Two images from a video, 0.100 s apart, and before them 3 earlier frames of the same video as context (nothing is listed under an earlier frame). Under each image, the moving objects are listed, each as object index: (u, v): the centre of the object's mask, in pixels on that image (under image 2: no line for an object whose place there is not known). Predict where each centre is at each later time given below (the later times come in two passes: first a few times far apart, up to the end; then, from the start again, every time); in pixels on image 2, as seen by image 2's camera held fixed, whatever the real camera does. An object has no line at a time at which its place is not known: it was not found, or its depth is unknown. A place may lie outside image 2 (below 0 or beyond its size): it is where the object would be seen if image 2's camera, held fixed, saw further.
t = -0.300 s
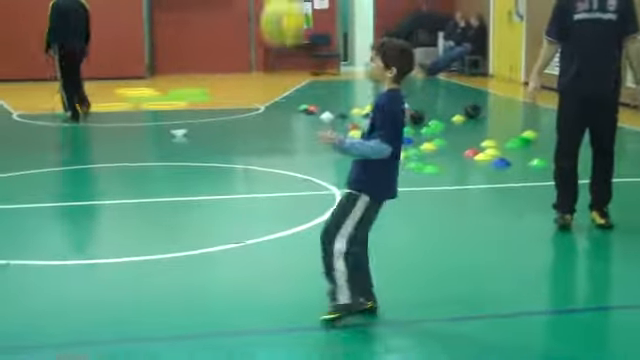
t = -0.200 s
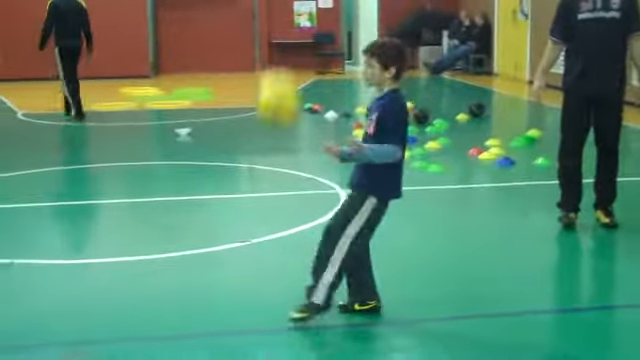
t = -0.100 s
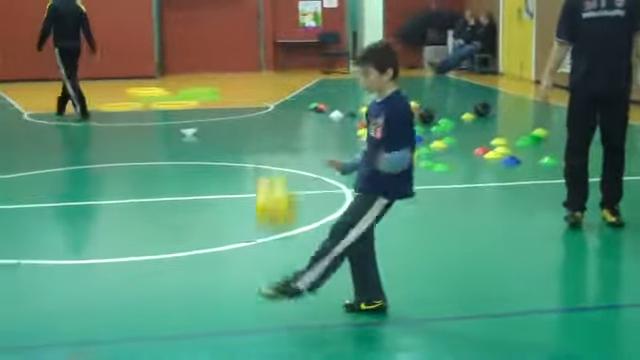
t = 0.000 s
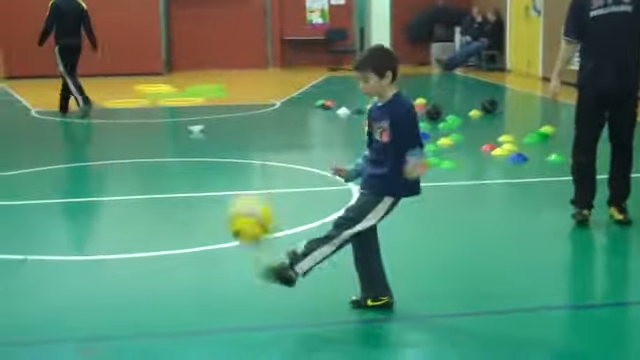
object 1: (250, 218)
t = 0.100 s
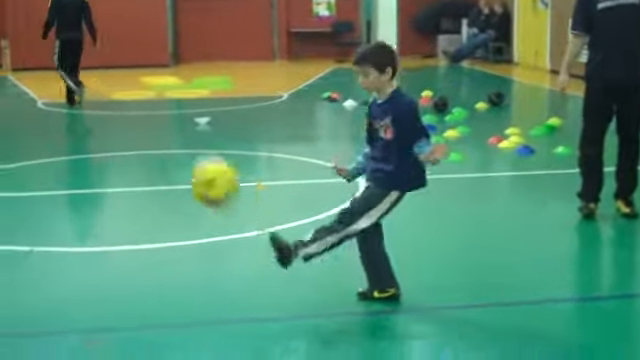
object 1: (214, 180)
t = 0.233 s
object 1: (151, 170)
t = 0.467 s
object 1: (29, 266)
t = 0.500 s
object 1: (11, 293)
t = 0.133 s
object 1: (198, 174)
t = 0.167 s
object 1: (183, 170)
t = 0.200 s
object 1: (167, 169)
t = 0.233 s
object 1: (151, 170)
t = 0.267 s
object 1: (136, 174)
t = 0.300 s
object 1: (117, 181)
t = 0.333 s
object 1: (100, 191)
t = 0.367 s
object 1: (82, 205)
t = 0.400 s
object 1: (64, 223)
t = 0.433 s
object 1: (47, 243)
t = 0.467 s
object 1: (29, 266)
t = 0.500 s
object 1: (11, 293)
